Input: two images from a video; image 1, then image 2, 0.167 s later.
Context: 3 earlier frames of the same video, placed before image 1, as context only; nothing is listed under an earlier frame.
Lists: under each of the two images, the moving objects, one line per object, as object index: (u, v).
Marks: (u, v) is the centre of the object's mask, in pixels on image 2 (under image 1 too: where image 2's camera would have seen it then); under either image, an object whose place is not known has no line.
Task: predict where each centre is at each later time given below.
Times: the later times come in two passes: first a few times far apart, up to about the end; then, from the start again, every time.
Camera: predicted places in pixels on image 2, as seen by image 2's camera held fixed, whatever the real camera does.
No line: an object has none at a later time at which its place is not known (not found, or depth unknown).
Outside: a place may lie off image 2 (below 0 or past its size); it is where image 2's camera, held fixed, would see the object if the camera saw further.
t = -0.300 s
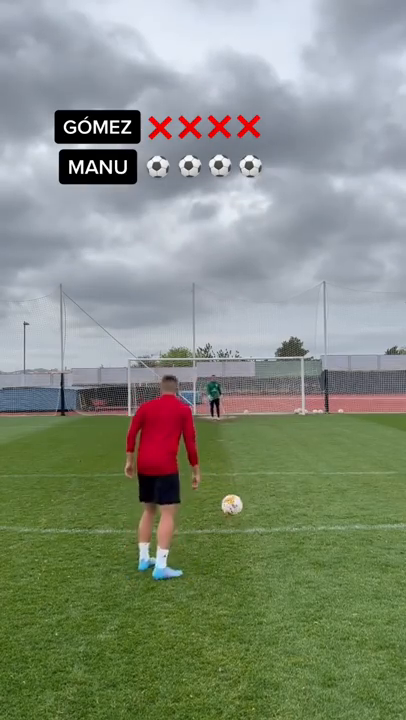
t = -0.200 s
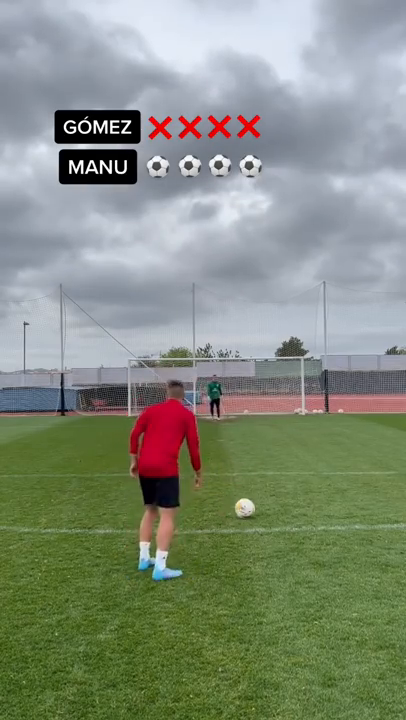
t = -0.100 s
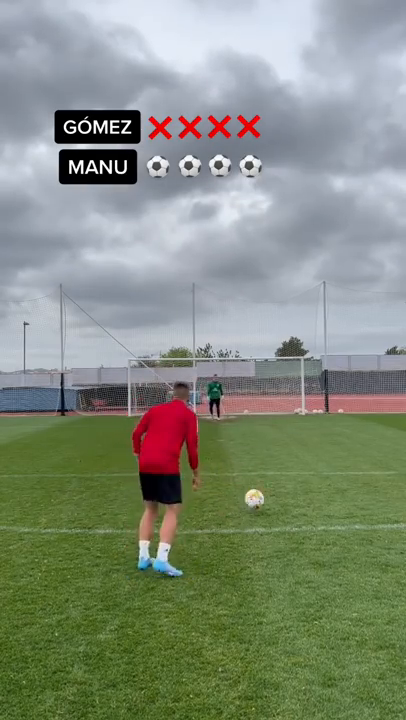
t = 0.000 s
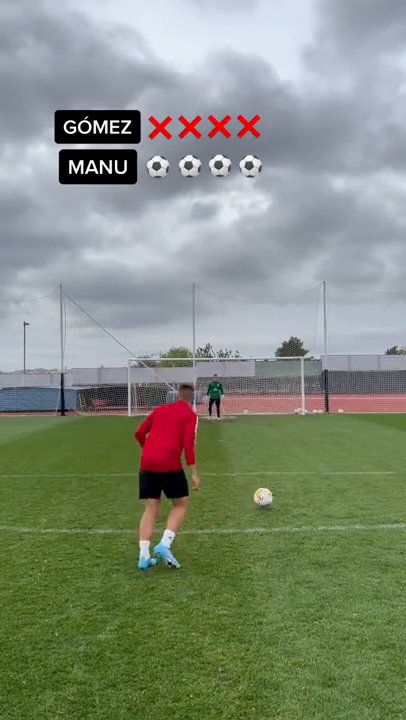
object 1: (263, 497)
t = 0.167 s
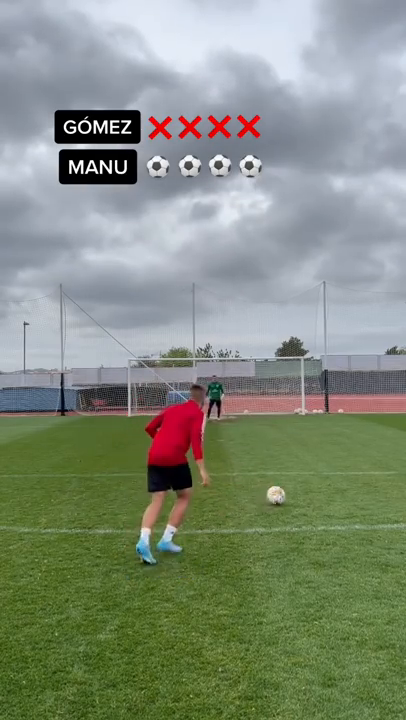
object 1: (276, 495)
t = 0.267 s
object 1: (283, 494)
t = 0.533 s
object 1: (300, 490)
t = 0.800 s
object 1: (315, 486)
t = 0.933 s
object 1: (321, 484)
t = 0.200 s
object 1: (278, 495)
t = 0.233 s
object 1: (280, 494)
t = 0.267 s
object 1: (283, 494)
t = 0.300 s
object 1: (285, 493)
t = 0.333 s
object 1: (287, 493)
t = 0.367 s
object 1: (289, 492)
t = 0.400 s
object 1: (292, 492)
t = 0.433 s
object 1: (294, 491)
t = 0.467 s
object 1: (296, 491)
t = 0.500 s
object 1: (298, 490)
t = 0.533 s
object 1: (300, 490)
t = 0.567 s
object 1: (302, 489)
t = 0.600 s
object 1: (304, 488)
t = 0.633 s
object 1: (306, 488)
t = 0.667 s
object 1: (308, 488)
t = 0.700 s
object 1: (310, 487)
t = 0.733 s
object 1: (311, 487)
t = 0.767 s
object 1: (313, 486)
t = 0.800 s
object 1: (315, 486)
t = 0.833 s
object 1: (316, 486)
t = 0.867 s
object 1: (318, 485)
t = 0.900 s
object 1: (320, 485)
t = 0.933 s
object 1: (321, 484)
